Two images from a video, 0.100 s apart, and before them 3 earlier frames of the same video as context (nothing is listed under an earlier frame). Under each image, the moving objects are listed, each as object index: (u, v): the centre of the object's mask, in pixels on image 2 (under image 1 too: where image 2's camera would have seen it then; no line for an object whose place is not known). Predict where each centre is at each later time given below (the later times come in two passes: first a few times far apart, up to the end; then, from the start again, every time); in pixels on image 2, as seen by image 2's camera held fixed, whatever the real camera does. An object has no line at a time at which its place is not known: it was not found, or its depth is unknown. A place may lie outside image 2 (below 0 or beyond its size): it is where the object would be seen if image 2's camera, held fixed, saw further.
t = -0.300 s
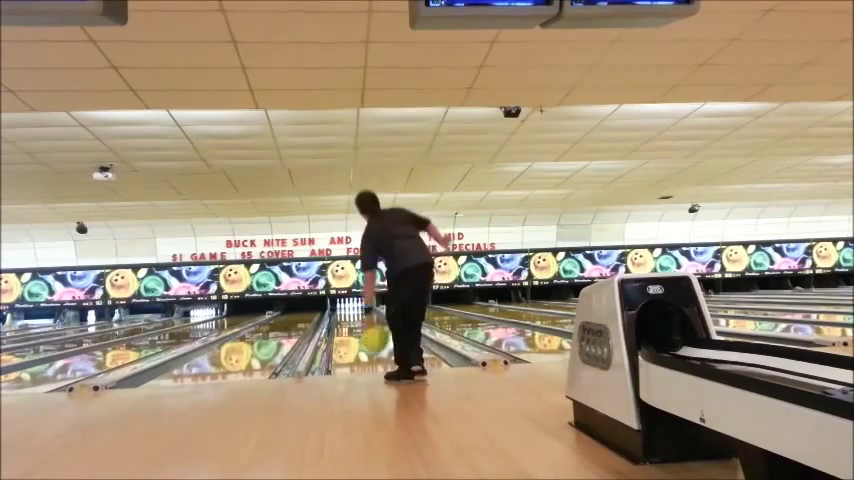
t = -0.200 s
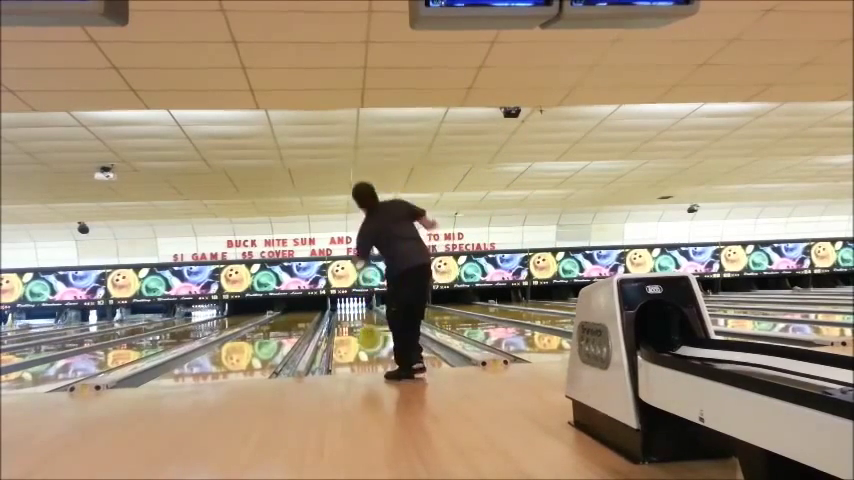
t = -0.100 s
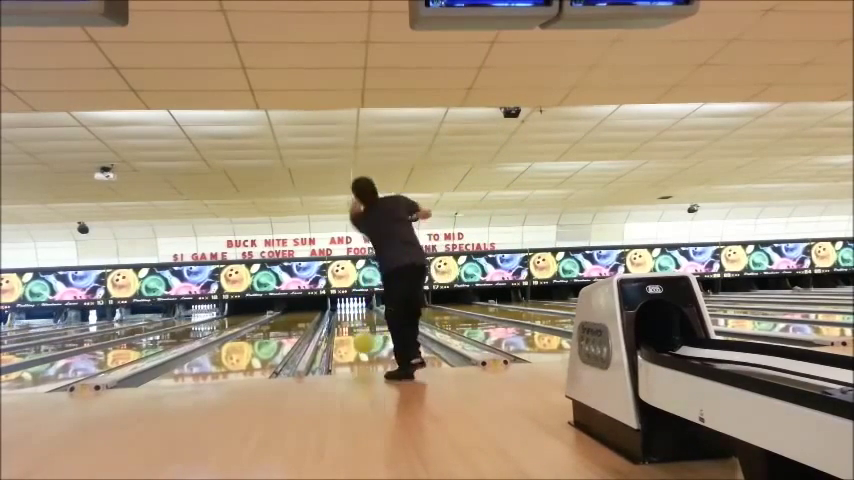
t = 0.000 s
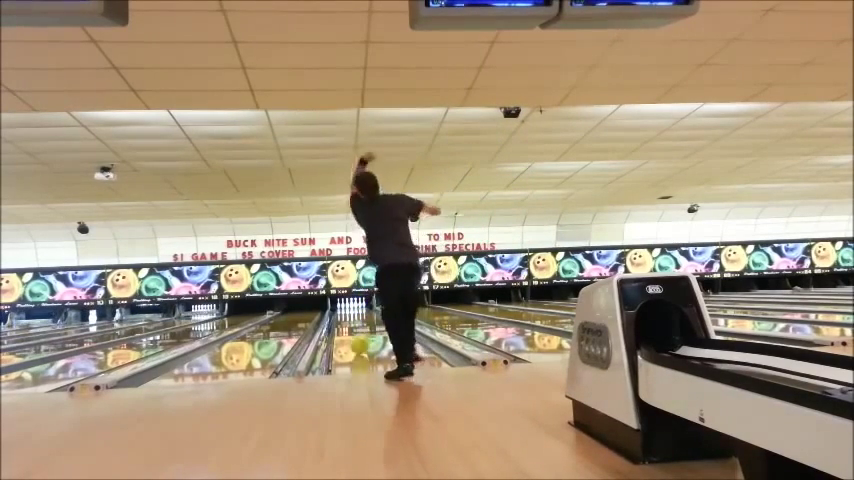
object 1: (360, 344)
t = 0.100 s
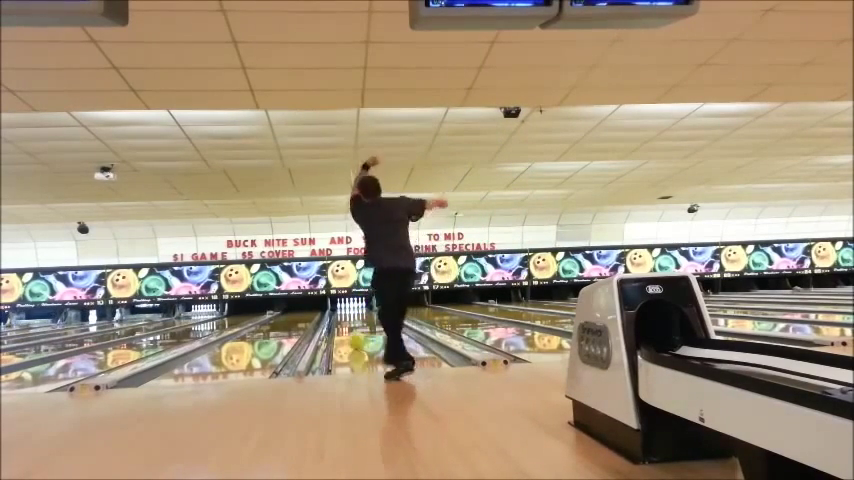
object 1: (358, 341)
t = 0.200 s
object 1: (355, 338)
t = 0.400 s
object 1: (349, 330)
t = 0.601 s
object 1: (346, 327)
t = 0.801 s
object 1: (343, 325)
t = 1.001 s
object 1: (342, 321)
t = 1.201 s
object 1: (340, 317)
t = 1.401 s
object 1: (340, 316)
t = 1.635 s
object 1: (339, 313)
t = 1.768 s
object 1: (339, 312)
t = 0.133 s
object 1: (356, 340)
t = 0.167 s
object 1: (356, 339)
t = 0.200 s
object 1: (355, 338)
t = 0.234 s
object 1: (353, 336)
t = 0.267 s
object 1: (352, 335)
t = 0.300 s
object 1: (351, 334)
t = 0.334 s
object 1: (351, 332)
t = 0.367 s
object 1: (350, 331)
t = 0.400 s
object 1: (349, 330)
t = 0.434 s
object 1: (349, 330)
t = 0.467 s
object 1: (348, 329)
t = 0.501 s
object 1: (347, 328)
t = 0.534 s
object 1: (347, 327)
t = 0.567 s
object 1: (347, 327)
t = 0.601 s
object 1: (346, 327)
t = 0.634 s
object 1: (346, 326)
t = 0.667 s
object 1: (346, 326)
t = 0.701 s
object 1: (345, 325)
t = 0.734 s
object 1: (344, 325)
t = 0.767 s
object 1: (344, 325)
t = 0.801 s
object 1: (343, 325)
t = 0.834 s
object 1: (343, 323)
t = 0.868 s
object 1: (343, 323)
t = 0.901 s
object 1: (343, 323)
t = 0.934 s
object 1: (343, 321)
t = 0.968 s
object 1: (343, 321)
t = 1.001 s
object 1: (342, 321)
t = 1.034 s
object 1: (342, 321)
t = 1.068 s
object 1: (341, 318)
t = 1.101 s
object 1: (341, 318)
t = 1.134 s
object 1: (341, 318)
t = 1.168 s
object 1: (340, 317)
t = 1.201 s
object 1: (340, 317)
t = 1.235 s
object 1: (340, 316)
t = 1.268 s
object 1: (340, 316)
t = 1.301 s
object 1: (340, 316)
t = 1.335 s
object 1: (340, 316)
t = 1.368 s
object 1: (340, 316)
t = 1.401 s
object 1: (340, 316)
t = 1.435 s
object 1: (340, 315)
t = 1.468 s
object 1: (340, 315)
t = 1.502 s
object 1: (340, 315)
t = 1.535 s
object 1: (340, 314)
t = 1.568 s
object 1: (339, 314)
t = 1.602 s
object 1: (339, 314)
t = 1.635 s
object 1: (339, 313)
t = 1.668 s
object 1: (340, 313)
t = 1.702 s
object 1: (340, 313)
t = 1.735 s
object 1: (339, 313)
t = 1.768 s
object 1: (339, 312)
